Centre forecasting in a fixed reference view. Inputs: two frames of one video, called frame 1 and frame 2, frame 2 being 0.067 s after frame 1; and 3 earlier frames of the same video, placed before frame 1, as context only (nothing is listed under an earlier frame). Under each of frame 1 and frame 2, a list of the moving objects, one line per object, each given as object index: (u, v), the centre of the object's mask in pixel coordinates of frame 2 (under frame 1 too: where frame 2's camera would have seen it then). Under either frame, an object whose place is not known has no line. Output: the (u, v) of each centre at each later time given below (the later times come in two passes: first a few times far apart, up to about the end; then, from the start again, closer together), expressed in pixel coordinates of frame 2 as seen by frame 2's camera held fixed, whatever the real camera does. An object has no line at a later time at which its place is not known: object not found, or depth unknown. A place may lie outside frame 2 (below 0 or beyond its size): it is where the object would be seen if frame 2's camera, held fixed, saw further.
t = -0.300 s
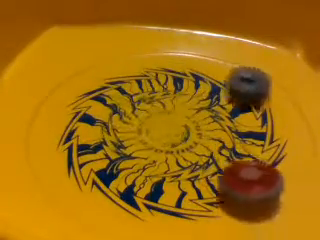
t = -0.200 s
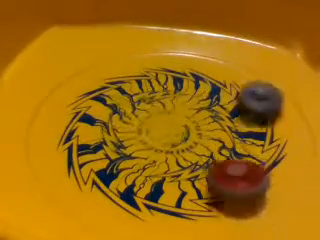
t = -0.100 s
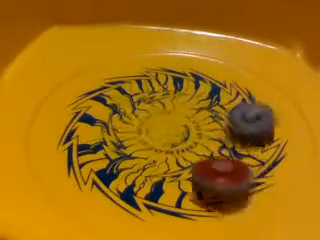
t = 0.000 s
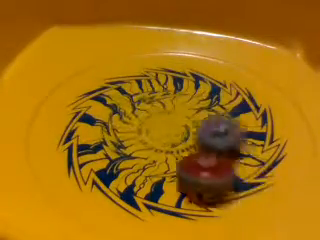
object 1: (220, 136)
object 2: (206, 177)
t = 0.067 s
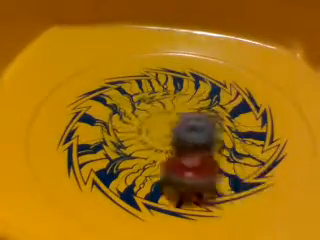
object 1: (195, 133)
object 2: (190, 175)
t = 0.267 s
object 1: (146, 106)
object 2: (141, 158)
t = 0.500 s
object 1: (144, 71)
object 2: (85, 131)
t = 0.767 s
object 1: (193, 75)
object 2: (73, 116)
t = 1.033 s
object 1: (178, 128)
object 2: (86, 106)
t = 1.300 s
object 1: (98, 140)
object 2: (123, 97)
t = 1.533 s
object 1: (83, 105)
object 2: (177, 86)
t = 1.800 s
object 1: (155, 102)
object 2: (211, 78)
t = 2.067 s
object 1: (199, 149)
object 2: (219, 85)
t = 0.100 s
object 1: (185, 130)
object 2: (182, 173)
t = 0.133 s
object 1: (175, 125)
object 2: (175, 169)
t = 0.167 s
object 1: (166, 121)
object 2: (166, 168)
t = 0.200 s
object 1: (157, 116)
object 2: (158, 166)
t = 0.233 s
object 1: (150, 112)
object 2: (149, 162)
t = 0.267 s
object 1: (146, 106)
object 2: (141, 158)
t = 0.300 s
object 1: (141, 100)
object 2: (130, 154)
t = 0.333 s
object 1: (140, 95)
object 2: (121, 150)
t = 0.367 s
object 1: (138, 89)
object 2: (113, 147)
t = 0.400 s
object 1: (138, 84)
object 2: (103, 142)
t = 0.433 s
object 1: (138, 80)
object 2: (97, 137)
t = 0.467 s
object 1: (141, 74)
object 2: (89, 132)
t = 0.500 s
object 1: (144, 71)
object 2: (85, 131)
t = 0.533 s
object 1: (148, 69)
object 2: (81, 127)
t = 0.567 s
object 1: (152, 67)
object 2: (79, 127)
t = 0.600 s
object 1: (158, 63)
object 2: (77, 124)
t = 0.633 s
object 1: (166, 63)
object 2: (75, 123)
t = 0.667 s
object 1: (173, 64)
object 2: (73, 119)
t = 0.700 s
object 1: (180, 68)
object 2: (73, 118)
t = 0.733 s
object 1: (187, 70)
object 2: (73, 118)
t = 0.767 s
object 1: (193, 75)
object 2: (73, 116)
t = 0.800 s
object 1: (199, 81)
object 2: (74, 114)
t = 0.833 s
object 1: (203, 87)
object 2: (75, 113)
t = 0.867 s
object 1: (204, 94)
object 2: (76, 112)
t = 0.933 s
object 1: (200, 110)
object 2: (79, 109)
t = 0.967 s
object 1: (194, 116)
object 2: (81, 109)
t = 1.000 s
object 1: (186, 122)
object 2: (83, 107)
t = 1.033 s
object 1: (178, 128)
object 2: (86, 106)
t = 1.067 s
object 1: (168, 133)
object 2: (89, 104)
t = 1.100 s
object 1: (160, 135)
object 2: (91, 103)
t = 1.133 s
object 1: (150, 140)
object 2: (95, 102)
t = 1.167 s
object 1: (138, 142)
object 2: (100, 102)
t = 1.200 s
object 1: (128, 144)
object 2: (105, 101)
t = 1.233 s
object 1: (118, 144)
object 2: (110, 100)
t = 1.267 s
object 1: (107, 141)
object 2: (116, 98)
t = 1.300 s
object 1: (98, 140)
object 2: (123, 97)
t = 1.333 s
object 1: (89, 137)
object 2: (130, 97)
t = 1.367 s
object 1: (84, 132)
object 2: (139, 95)
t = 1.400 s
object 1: (80, 126)
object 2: (147, 93)
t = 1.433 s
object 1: (77, 121)
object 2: (154, 91)
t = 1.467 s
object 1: (77, 115)
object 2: (163, 89)
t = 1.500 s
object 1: (79, 109)
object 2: (171, 87)
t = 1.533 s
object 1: (83, 105)
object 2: (177, 86)
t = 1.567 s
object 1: (90, 102)
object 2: (184, 84)
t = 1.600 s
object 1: (97, 98)
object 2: (192, 83)
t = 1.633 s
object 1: (106, 95)
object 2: (196, 80)
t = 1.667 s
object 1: (116, 94)
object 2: (200, 79)
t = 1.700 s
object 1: (124, 94)
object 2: (204, 78)
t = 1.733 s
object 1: (136, 96)
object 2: (207, 77)
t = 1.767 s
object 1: (146, 98)
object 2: (210, 77)
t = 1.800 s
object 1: (155, 102)
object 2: (211, 78)
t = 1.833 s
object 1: (164, 105)
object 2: (212, 78)
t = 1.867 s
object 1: (172, 110)
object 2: (214, 78)
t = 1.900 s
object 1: (178, 116)
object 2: (214, 79)
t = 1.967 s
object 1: (190, 128)
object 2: (217, 82)
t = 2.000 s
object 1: (194, 134)
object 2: (217, 82)
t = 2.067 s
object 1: (199, 149)
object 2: (219, 85)
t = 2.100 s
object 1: (199, 155)
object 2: (220, 87)
